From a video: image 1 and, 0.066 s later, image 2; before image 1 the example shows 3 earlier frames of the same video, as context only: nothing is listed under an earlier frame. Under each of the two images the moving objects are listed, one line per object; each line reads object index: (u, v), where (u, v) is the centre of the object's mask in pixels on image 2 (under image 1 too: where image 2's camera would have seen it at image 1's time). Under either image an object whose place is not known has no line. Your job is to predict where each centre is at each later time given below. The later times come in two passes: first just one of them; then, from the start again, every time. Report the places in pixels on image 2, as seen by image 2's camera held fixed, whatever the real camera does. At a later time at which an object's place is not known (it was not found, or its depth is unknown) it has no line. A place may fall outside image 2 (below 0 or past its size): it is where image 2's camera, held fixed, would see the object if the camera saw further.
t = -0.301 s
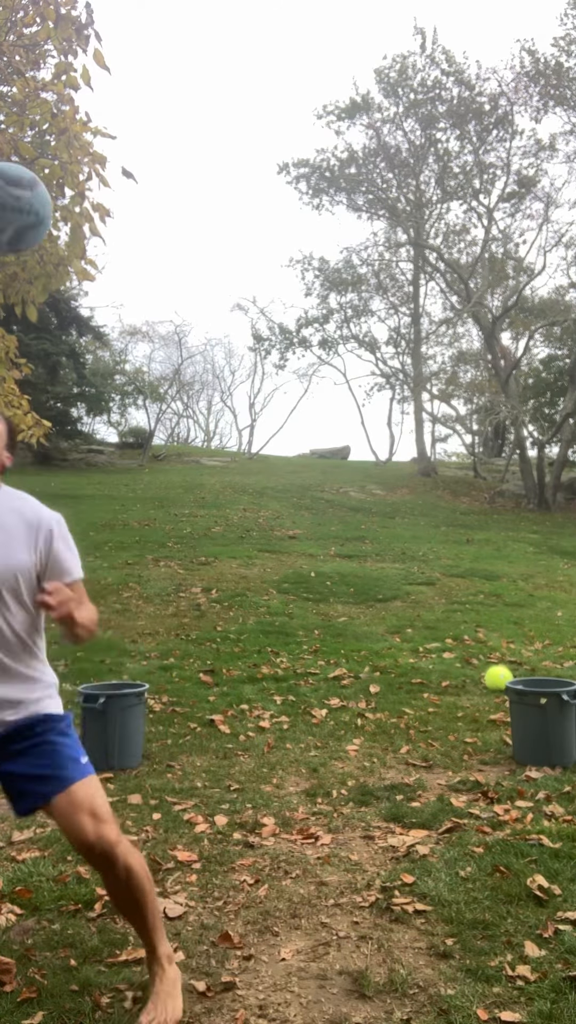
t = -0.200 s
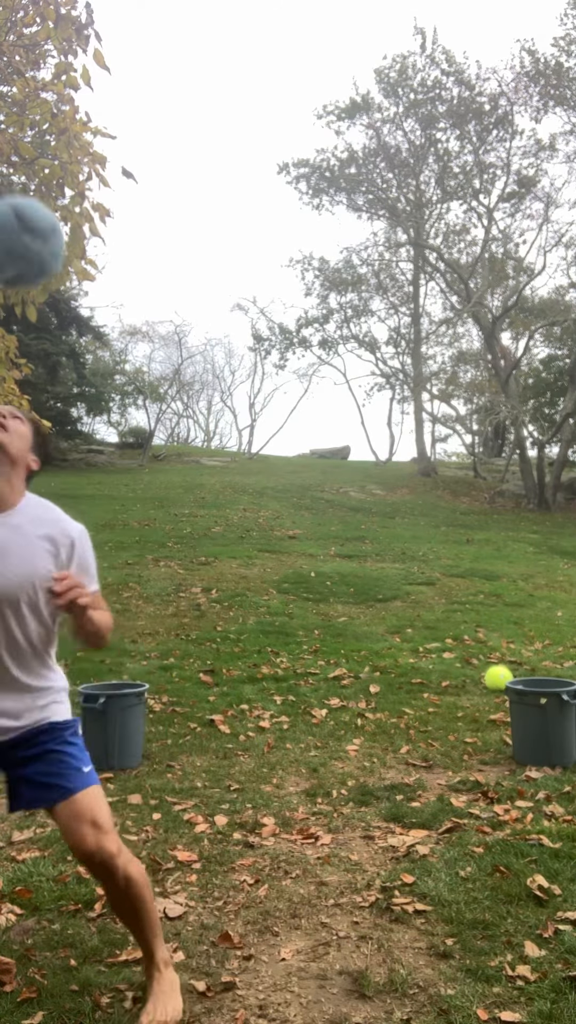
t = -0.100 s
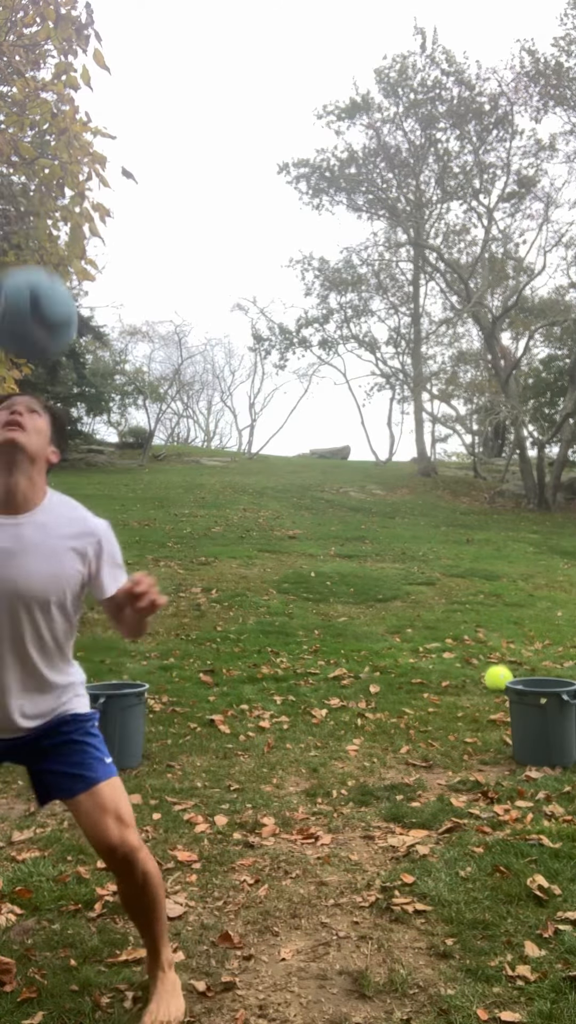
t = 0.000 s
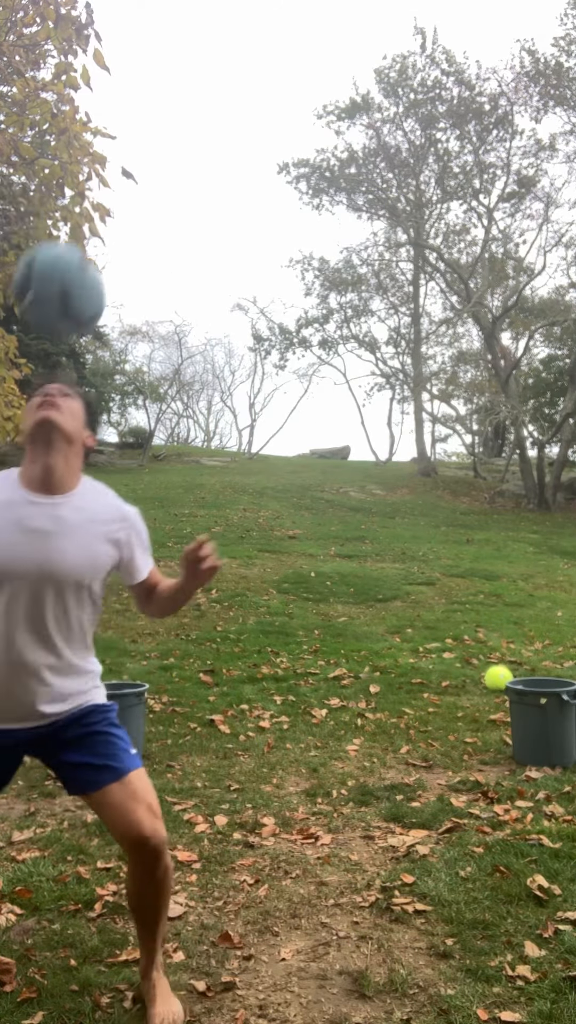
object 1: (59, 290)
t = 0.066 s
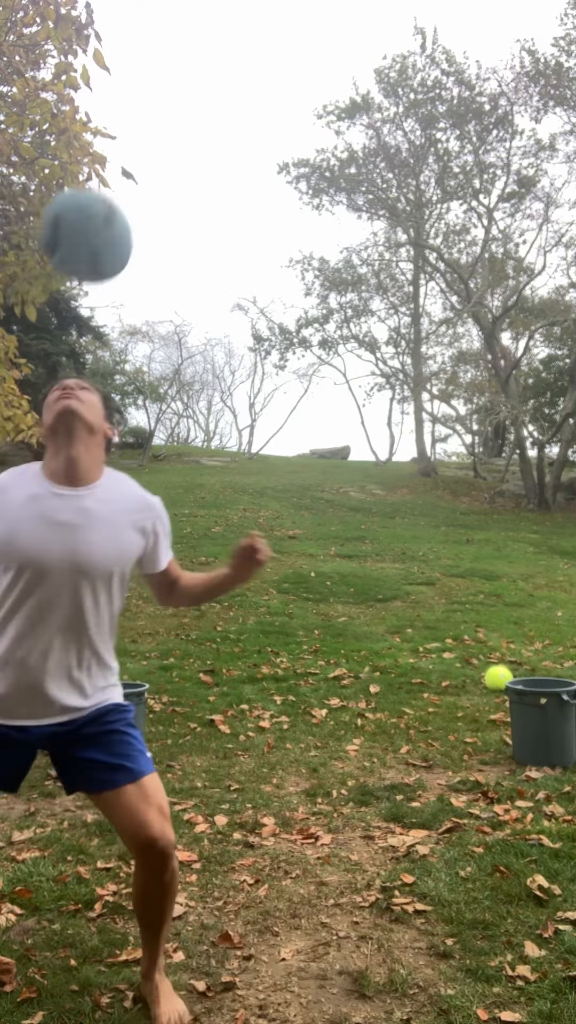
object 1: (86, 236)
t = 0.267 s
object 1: (170, 166)
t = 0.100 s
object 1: (100, 212)
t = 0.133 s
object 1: (114, 196)
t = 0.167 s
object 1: (128, 182)
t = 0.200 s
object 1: (142, 172)
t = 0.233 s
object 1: (156, 167)
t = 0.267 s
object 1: (170, 166)
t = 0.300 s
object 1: (185, 170)
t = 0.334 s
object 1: (200, 178)
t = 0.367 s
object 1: (215, 191)
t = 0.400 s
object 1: (230, 209)
